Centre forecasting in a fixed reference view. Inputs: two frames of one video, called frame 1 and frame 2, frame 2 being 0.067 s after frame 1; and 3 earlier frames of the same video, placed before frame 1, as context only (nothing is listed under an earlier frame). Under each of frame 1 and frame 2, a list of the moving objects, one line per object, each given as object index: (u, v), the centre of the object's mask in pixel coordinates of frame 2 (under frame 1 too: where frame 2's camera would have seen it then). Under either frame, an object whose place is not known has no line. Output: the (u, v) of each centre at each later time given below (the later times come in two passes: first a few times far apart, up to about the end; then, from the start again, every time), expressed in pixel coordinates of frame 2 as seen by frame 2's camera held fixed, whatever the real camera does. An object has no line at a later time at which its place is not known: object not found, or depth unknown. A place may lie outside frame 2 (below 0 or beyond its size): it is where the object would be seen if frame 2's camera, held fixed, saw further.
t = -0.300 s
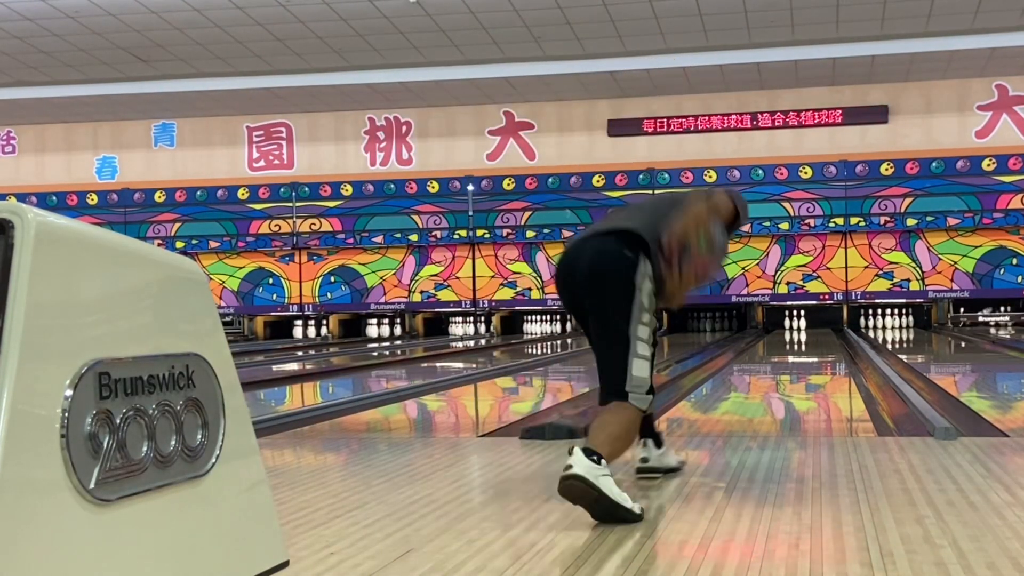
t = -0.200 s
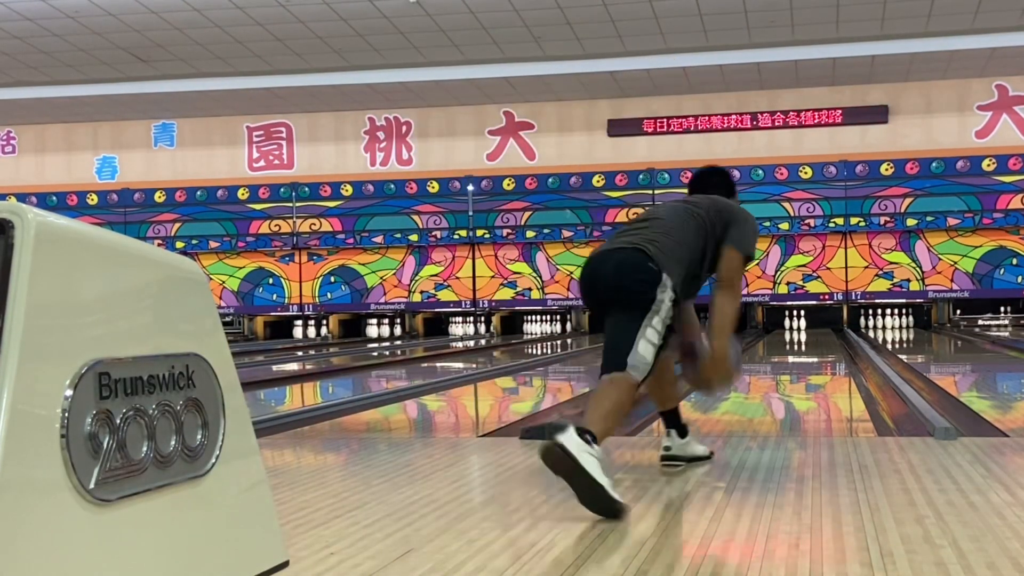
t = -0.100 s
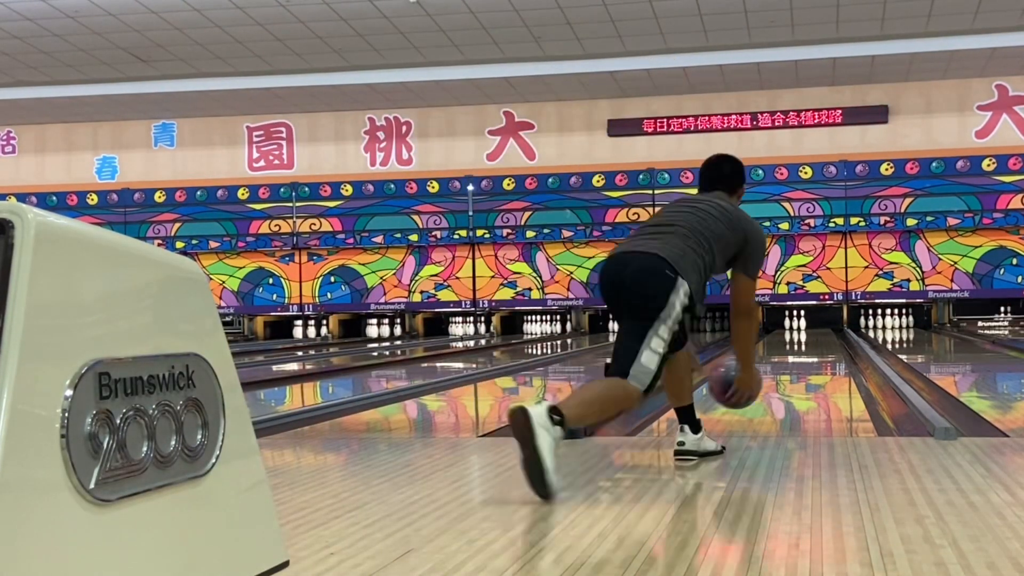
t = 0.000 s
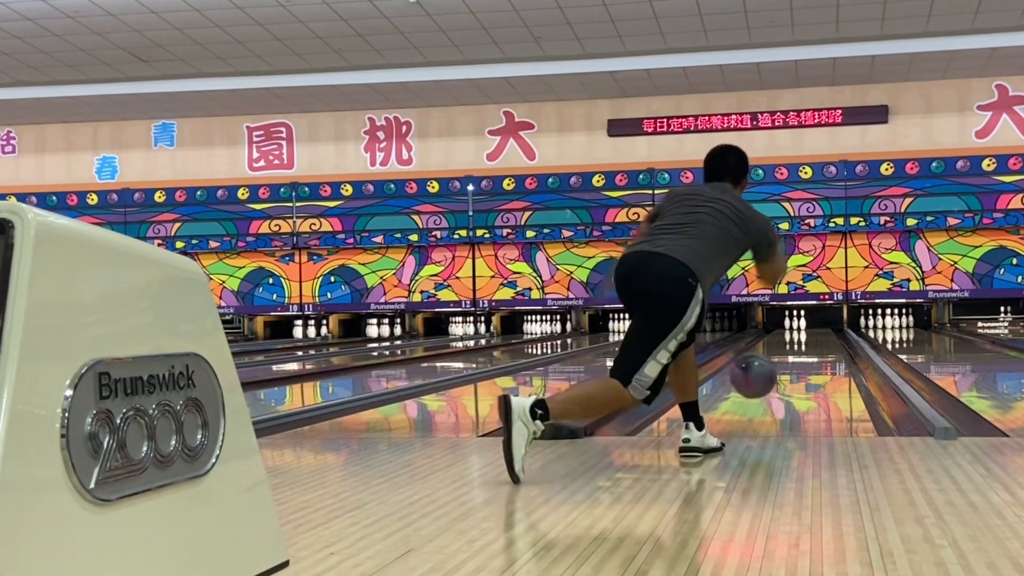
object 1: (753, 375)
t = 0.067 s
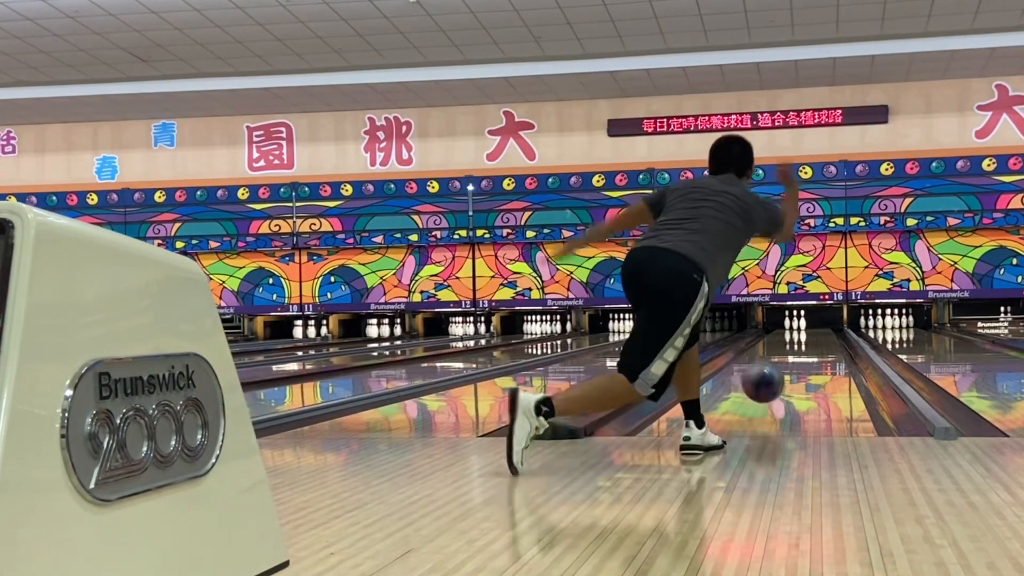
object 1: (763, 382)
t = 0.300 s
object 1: (786, 375)
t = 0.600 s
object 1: (803, 358)
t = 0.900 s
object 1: (813, 347)
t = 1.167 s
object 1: (818, 340)
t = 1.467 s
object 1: (823, 335)
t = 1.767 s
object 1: (823, 330)
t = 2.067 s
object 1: (817, 326)
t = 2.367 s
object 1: (808, 325)
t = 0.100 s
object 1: (767, 387)
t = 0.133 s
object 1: (771, 388)
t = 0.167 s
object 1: (775, 384)
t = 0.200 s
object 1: (778, 382)
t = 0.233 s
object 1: (781, 379)
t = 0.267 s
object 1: (783, 377)
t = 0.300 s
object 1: (786, 375)
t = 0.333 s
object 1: (788, 372)
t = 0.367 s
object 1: (791, 370)
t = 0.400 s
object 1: (792, 368)
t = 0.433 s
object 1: (795, 367)
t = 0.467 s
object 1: (797, 364)
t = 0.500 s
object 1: (798, 363)
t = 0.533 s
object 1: (800, 361)
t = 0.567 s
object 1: (802, 360)
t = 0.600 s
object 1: (803, 358)
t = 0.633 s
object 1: (805, 356)
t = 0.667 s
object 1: (806, 355)
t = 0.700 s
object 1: (807, 354)
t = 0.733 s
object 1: (808, 353)
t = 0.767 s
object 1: (809, 352)
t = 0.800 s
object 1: (810, 350)
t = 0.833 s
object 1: (812, 349)
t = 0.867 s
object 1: (812, 348)
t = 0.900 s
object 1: (813, 347)
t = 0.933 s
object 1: (814, 346)
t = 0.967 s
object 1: (815, 345)
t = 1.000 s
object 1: (815, 344)
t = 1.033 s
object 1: (816, 343)
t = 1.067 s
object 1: (816, 343)
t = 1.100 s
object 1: (817, 342)
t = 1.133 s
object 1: (818, 341)
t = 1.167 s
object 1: (818, 340)
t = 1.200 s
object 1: (818, 339)
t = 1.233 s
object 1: (818, 339)
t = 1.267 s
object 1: (820, 338)
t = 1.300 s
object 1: (820, 337)
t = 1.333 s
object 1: (820, 336)
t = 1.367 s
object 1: (820, 336)
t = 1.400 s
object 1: (821, 335)
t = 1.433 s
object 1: (822, 335)
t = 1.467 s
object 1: (823, 335)
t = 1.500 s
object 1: (822, 334)
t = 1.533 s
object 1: (823, 333)
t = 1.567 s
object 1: (823, 332)
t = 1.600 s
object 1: (823, 332)
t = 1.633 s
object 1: (823, 332)
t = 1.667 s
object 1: (823, 332)
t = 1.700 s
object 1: (823, 331)
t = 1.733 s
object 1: (823, 330)
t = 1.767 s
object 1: (823, 330)
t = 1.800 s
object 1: (823, 330)
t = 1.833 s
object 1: (822, 329)
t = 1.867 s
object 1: (822, 329)
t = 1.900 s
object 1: (821, 328)
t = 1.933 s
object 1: (821, 329)
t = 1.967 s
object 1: (820, 328)
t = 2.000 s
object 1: (819, 327)
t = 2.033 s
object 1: (819, 327)
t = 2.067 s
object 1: (817, 326)
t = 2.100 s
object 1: (816, 326)
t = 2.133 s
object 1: (815, 326)
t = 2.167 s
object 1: (814, 326)
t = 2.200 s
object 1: (813, 326)
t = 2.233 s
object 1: (812, 326)
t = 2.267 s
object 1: (811, 326)
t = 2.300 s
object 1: (810, 326)
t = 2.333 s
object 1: (809, 325)
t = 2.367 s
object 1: (808, 325)
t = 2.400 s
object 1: (807, 325)
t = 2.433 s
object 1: (806, 325)
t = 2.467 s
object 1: (806, 325)
